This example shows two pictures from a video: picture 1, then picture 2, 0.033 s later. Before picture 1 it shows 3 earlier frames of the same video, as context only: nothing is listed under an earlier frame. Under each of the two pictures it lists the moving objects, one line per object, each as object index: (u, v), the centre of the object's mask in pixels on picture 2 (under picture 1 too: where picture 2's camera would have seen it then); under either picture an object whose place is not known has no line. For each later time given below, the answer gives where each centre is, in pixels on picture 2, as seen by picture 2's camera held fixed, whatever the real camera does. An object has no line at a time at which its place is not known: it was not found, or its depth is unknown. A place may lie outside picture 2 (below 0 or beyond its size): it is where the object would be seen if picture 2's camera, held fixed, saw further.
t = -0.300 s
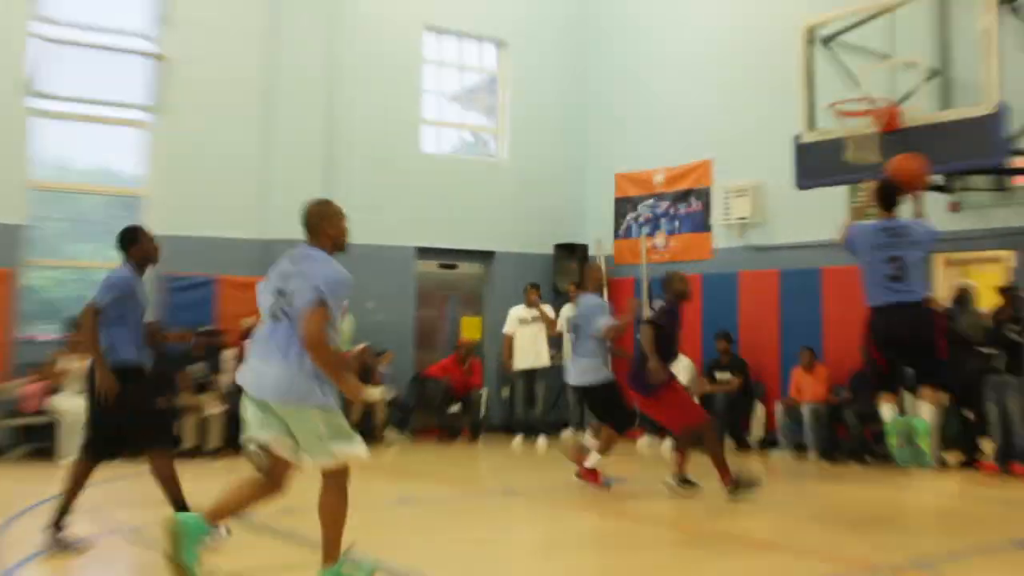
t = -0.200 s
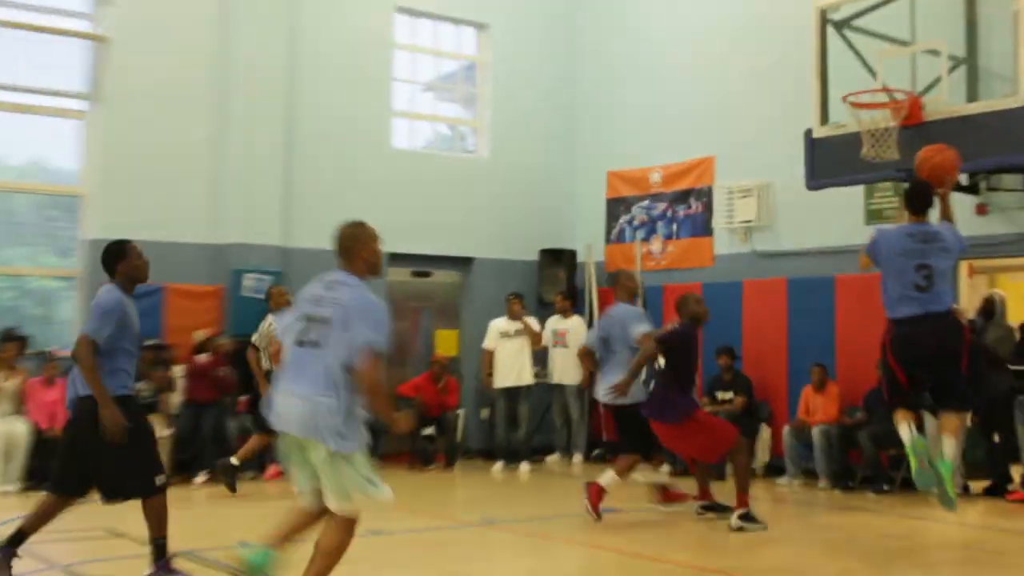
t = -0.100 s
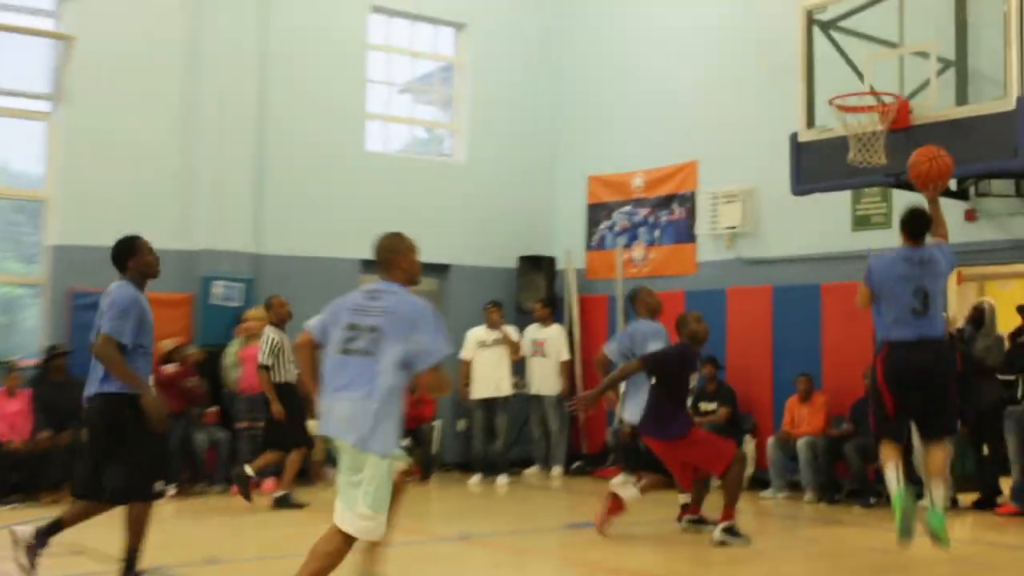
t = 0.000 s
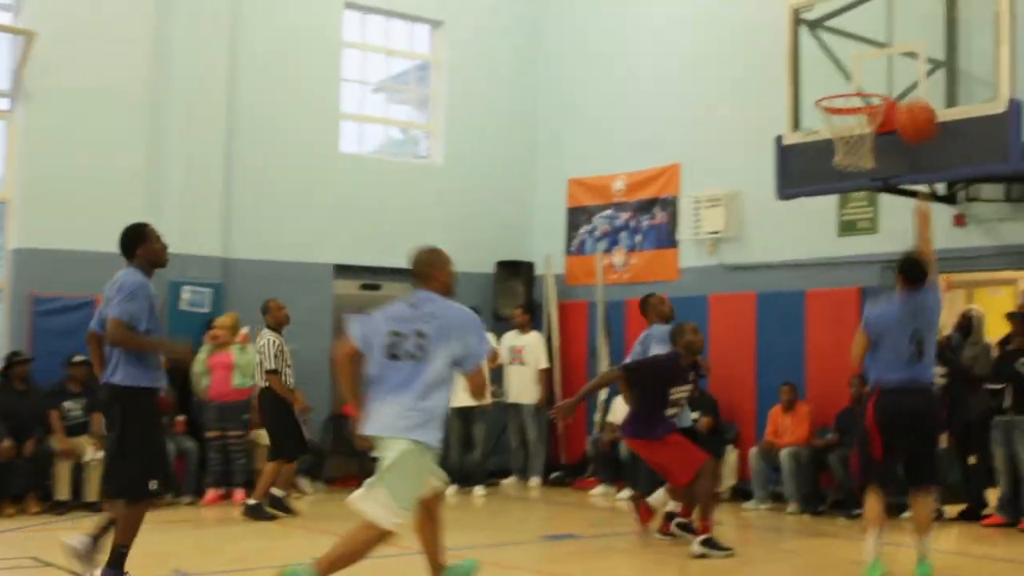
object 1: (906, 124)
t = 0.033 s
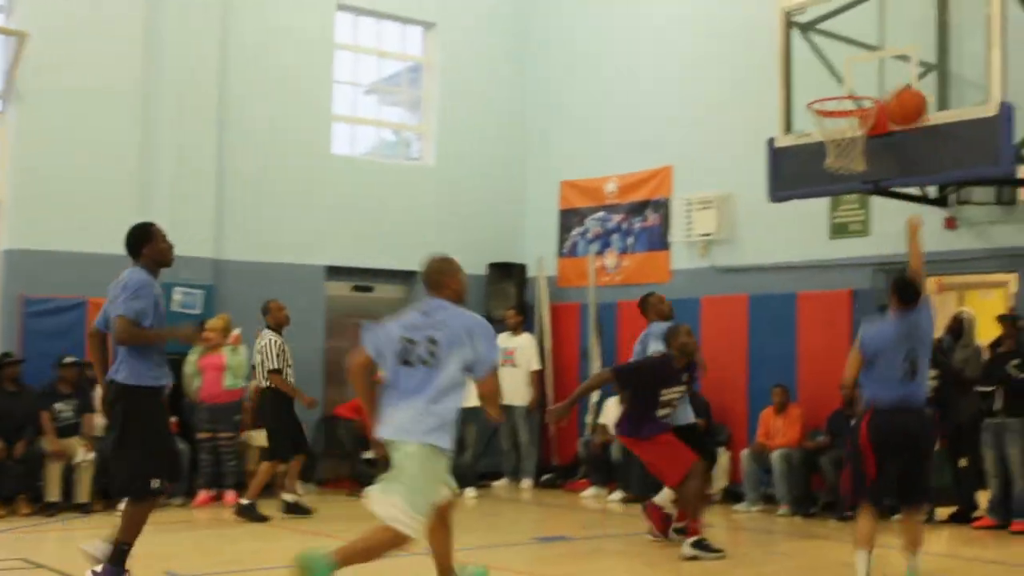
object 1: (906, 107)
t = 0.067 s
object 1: (905, 92)
